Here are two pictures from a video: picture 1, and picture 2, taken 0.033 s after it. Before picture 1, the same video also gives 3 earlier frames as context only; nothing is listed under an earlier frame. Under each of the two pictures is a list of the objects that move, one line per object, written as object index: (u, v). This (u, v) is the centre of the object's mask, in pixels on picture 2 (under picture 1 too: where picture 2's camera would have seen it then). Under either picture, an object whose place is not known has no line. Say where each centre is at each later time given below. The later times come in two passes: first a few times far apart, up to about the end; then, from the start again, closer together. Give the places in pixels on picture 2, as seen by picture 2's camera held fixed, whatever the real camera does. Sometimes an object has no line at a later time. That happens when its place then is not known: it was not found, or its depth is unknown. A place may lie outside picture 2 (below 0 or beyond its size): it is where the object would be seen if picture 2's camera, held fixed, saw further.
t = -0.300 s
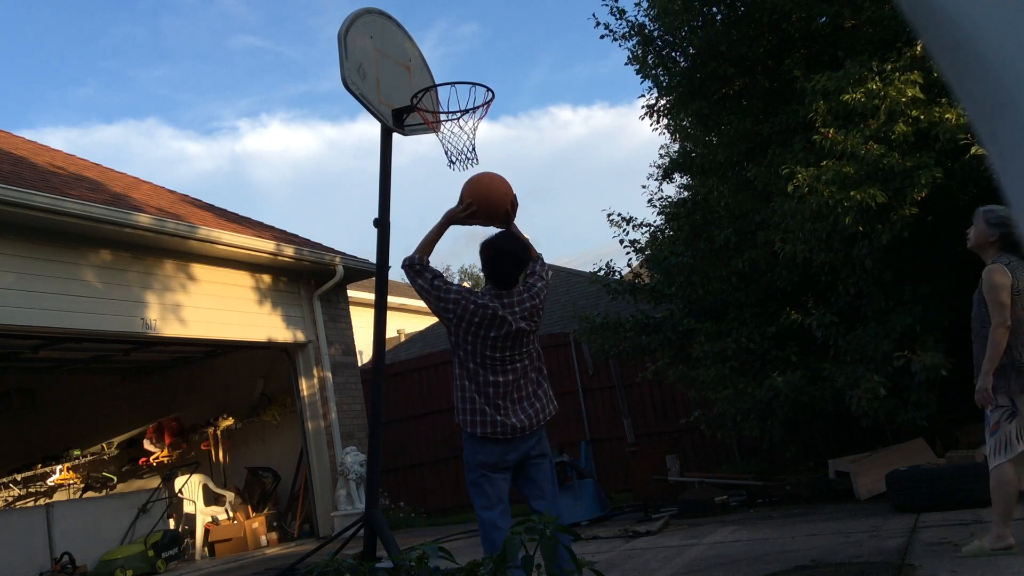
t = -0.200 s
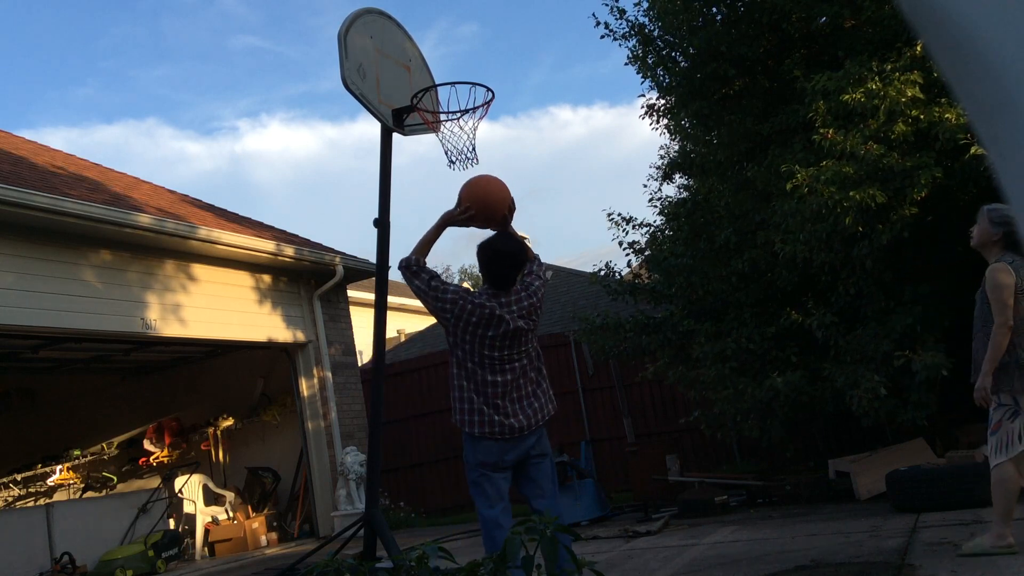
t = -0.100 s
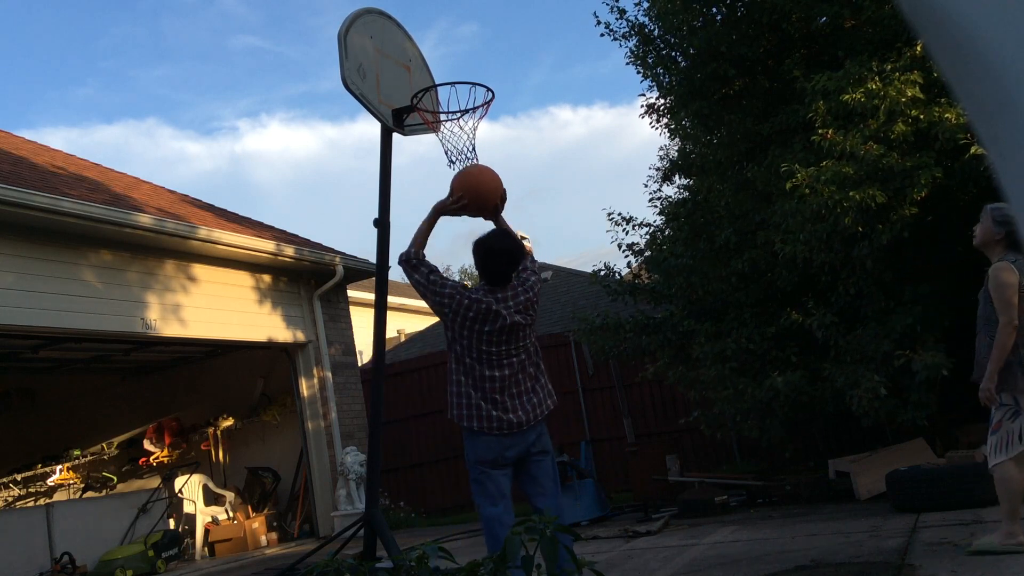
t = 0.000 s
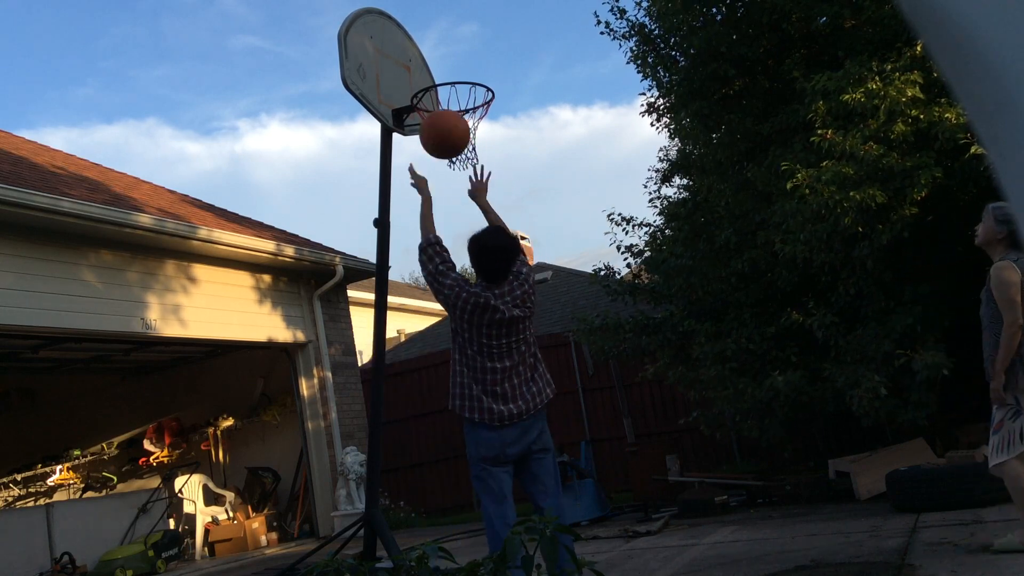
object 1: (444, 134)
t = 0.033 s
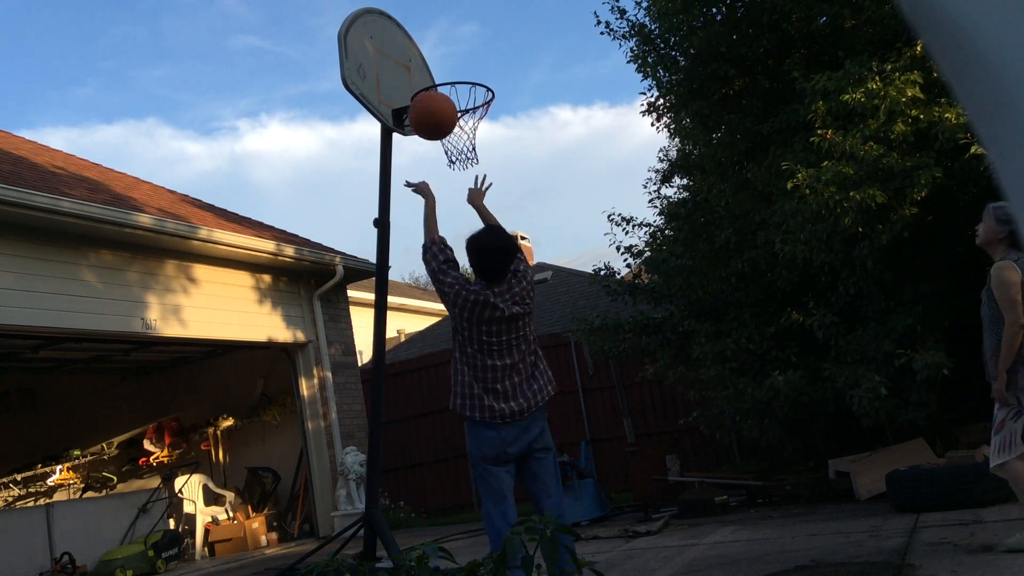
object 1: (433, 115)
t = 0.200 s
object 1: (384, 63)
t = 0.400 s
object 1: (401, 62)
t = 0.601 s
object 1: (457, 114)
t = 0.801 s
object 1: (511, 166)
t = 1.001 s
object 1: (571, 277)
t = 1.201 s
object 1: (655, 476)
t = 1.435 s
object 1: (687, 402)
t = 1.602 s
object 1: (701, 311)
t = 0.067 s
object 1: (421, 100)
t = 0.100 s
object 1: (411, 88)
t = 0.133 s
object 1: (401, 77)
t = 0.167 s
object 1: (392, 69)
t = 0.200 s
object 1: (384, 63)
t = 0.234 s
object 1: (376, 59)
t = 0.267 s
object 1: (370, 58)
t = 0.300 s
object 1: (378, 56)
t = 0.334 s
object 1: (385, 57)
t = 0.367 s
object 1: (393, 59)
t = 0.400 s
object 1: (401, 62)
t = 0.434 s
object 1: (409, 68)
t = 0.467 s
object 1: (418, 76)
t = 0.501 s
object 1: (427, 85)
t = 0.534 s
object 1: (437, 96)
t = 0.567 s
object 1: (446, 107)
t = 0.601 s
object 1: (457, 114)
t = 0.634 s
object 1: (468, 121)
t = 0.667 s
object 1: (478, 130)
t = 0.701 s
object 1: (487, 138)
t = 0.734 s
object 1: (495, 146)
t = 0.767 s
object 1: (503, 155)
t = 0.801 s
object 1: (511, 166)
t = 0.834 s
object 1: (520, 179)
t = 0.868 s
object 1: (529, 194)
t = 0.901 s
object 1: (538, 211)
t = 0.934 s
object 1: (549, 231)
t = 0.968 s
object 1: (559, 252)
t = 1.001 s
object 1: (571, 277)
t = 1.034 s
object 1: (583, 303)
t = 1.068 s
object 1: (596, 331)
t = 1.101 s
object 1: (610, 364)
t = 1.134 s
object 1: (624, 397)
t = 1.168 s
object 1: (639, 435)
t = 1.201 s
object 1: (655, 476)
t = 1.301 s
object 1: (682, 508)
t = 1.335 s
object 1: (683, 479)
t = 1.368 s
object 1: (684, 451)
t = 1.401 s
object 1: (685, 426)
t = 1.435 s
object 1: (687, 402)
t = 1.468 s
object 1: (689, 380)
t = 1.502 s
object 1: (691, 360)
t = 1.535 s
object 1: (694, 342)
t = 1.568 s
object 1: (698, 325)
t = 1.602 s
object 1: (701, 311)
